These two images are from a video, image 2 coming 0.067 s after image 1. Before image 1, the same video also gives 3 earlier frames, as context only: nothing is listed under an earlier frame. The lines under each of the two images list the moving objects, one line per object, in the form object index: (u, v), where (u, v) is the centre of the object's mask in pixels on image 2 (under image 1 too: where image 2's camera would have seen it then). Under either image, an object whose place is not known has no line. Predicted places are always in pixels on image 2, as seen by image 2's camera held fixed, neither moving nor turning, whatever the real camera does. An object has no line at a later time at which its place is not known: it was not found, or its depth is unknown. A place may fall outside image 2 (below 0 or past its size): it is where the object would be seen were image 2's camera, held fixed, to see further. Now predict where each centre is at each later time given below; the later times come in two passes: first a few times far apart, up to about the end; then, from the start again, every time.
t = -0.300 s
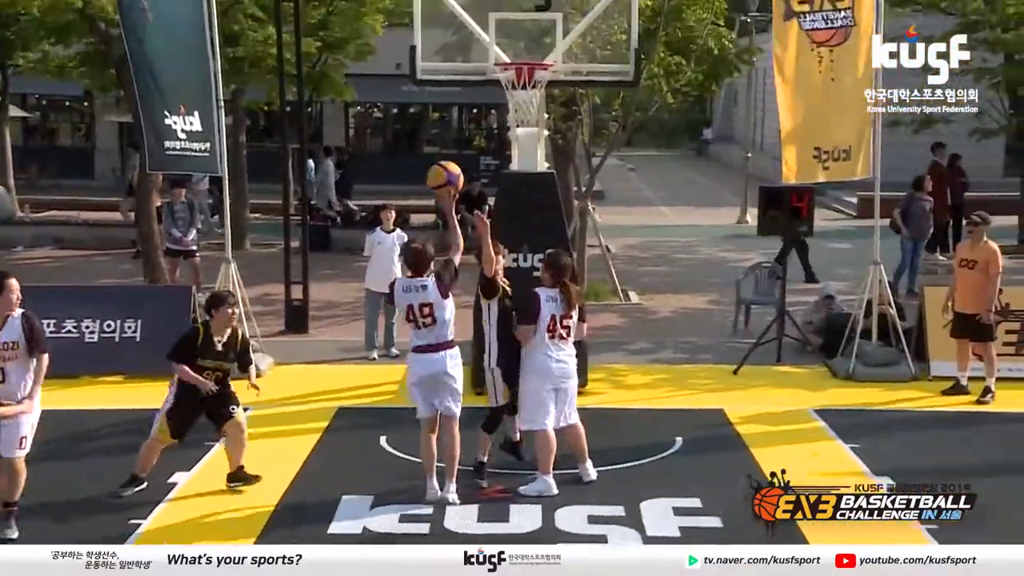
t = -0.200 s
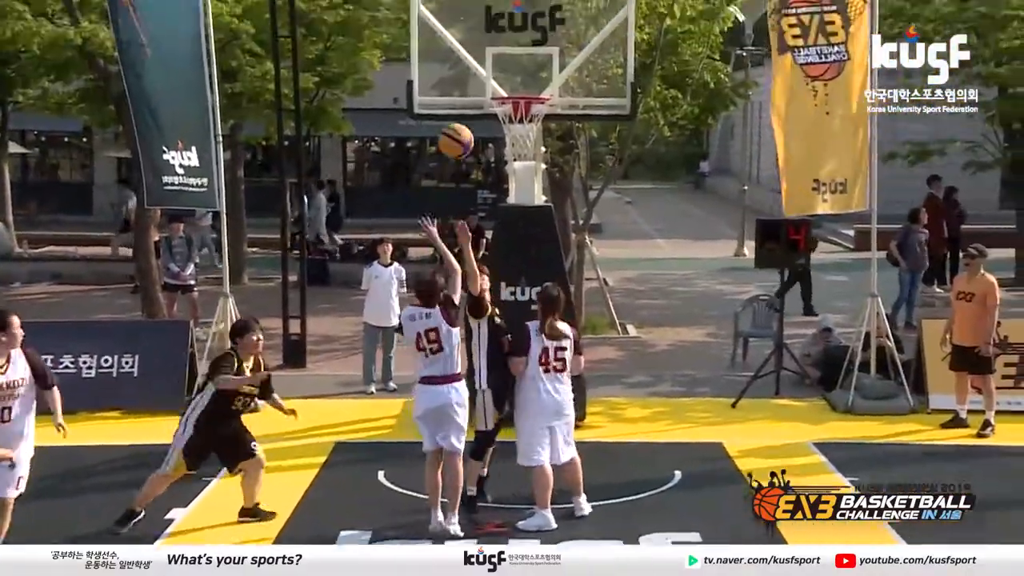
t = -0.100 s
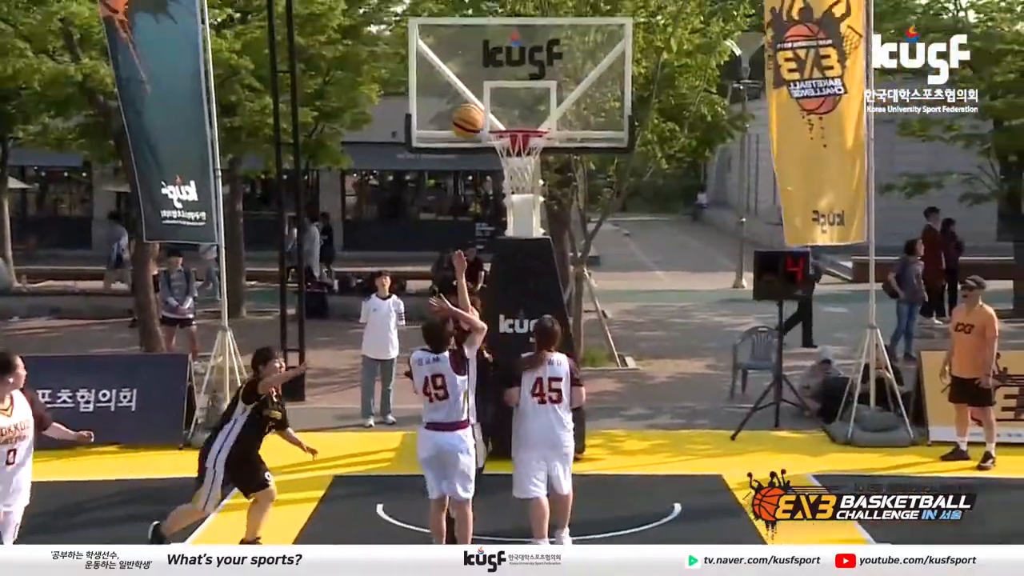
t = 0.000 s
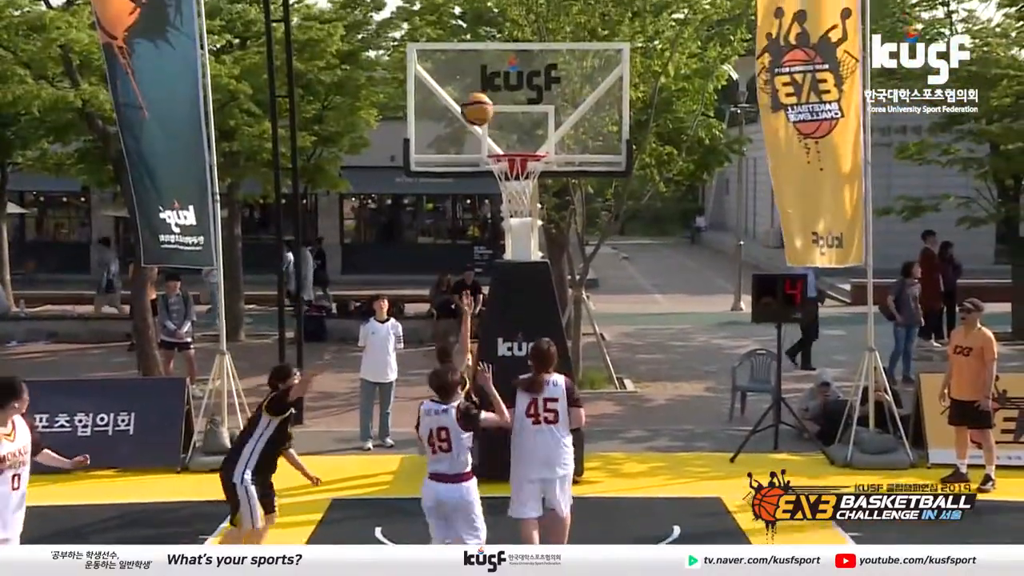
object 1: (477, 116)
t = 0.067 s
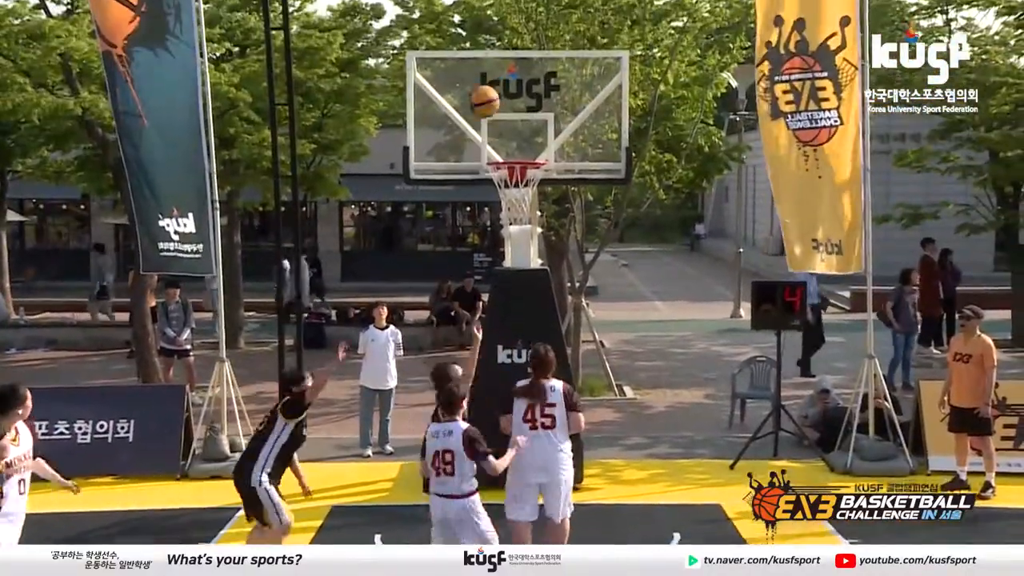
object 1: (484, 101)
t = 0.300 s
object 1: (506, 99)
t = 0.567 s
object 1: (524, 148)
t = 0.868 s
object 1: (508, 119)
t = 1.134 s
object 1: (483, 168)
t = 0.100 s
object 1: (488, 97)
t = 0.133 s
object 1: (492, 94)
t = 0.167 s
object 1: (495, 93)
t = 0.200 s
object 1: (496, 92)
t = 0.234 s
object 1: (499, 93)
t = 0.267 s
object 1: (503, 97)
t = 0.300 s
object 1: (506, 99)
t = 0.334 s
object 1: (509, 104)
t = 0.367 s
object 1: (511, 111)
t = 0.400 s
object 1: (514, 117)
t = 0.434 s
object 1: (517, 128)
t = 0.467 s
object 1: (519, 137)
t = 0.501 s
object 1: (523, 147)
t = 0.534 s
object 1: (524, 148)
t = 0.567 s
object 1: (524, 148)
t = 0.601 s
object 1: (525, 149)
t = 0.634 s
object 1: (524, 149)
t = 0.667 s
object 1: (522, 142)
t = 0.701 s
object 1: (521, 135)
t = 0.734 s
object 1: (517, 129)
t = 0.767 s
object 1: (514, 124)
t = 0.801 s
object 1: (512, 121)
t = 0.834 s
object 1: (509, 119)
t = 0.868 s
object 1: (508, 119)
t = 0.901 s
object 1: (505, 120)
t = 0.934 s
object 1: (501, 122)
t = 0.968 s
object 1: (497, 125)
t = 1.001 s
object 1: (494, 132)
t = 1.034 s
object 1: (491, 138)
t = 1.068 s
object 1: (489, 147)
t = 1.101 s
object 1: (487, 158)
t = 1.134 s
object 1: (483, 168)
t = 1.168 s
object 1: (480, 180)
